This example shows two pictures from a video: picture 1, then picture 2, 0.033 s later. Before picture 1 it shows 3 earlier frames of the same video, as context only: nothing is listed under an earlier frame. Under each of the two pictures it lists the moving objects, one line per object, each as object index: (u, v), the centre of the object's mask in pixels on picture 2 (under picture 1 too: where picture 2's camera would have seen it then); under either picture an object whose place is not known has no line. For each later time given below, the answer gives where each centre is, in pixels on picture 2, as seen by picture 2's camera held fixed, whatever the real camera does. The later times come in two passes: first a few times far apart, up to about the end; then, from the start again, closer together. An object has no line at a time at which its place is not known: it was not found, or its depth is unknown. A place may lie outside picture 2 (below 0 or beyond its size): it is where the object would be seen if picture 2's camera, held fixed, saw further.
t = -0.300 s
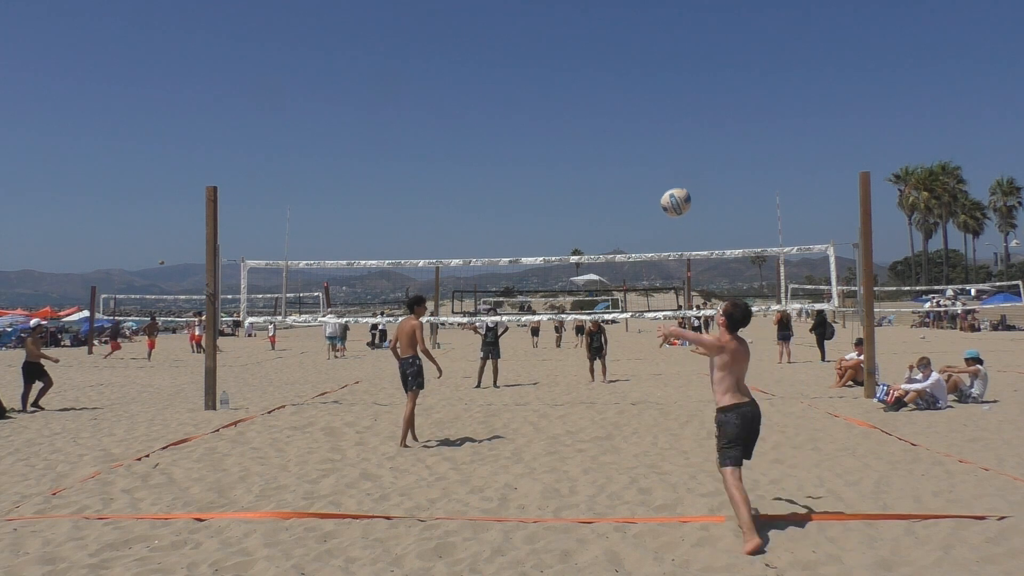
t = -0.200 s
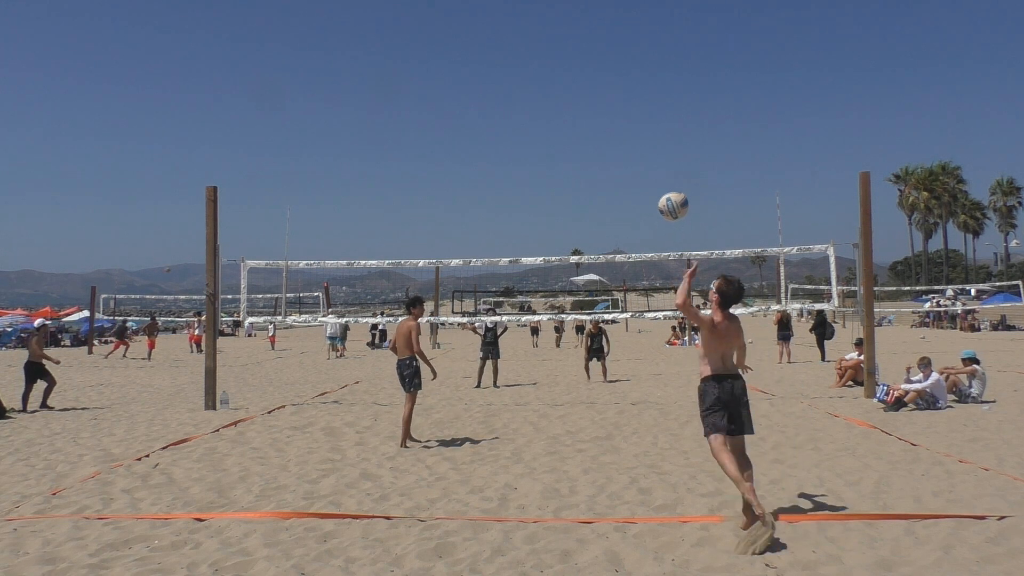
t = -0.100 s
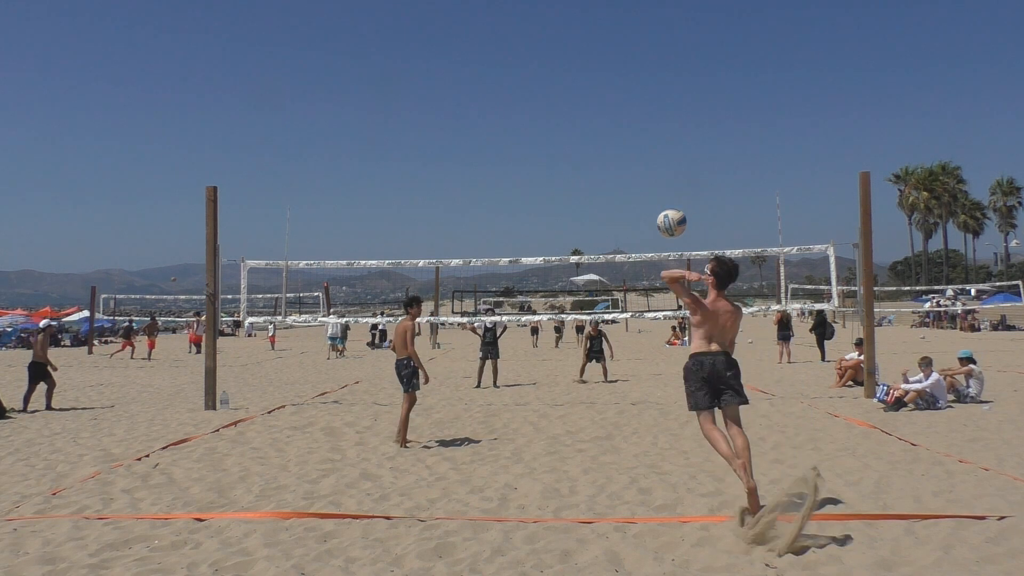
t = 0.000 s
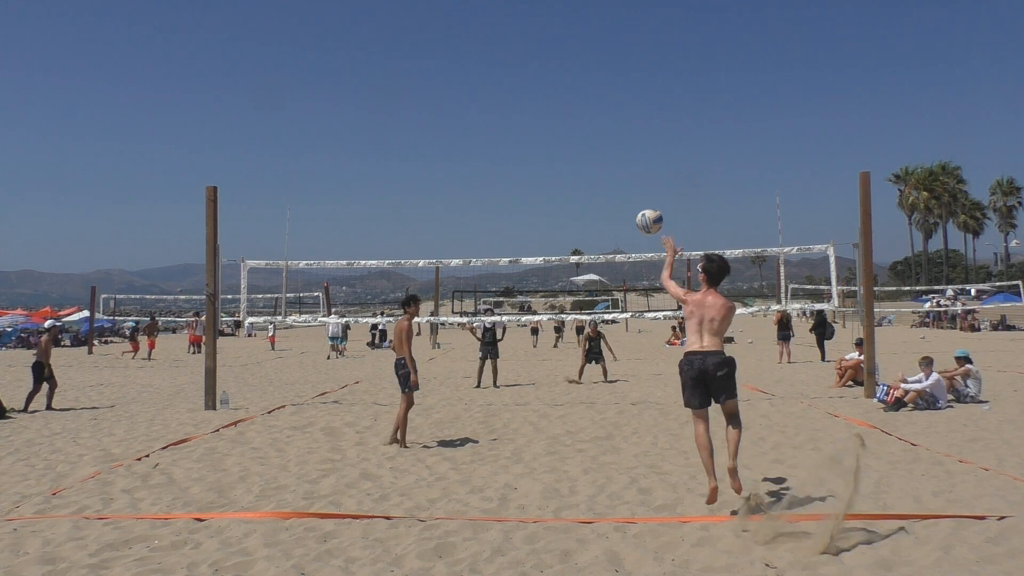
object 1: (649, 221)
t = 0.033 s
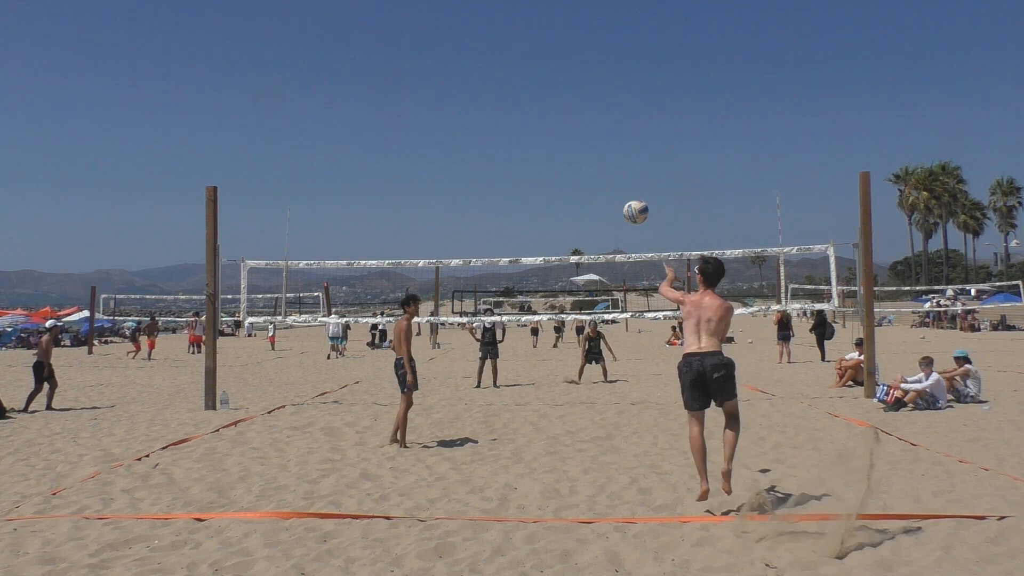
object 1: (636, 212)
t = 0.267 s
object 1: (576, 190)
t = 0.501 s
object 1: (551, 216)
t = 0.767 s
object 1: (537, 271)
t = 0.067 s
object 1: (624, 205)
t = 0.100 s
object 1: (613, 199)
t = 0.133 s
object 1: (604, 194)
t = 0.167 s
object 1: (596, 191)
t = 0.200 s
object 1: (588, 190)
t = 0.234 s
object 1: (582, 189)
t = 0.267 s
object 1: (576, 190)
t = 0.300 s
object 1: (571, 192)
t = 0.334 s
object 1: (566, 194)
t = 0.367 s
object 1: (563, 197)
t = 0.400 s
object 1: (559, 201)
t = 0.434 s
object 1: (556, 206)
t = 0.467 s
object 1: (554, 211)
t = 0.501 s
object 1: (551, 216)
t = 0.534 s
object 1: (549, 222)
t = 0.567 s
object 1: (547, 228)
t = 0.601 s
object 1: (546, 235)
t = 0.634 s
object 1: (544, 242)
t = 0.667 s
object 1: (542, 248)
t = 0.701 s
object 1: (541, 254)
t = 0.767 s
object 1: (537, 271)
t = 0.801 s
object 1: (535, 279)
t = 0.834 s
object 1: (534, 287)
